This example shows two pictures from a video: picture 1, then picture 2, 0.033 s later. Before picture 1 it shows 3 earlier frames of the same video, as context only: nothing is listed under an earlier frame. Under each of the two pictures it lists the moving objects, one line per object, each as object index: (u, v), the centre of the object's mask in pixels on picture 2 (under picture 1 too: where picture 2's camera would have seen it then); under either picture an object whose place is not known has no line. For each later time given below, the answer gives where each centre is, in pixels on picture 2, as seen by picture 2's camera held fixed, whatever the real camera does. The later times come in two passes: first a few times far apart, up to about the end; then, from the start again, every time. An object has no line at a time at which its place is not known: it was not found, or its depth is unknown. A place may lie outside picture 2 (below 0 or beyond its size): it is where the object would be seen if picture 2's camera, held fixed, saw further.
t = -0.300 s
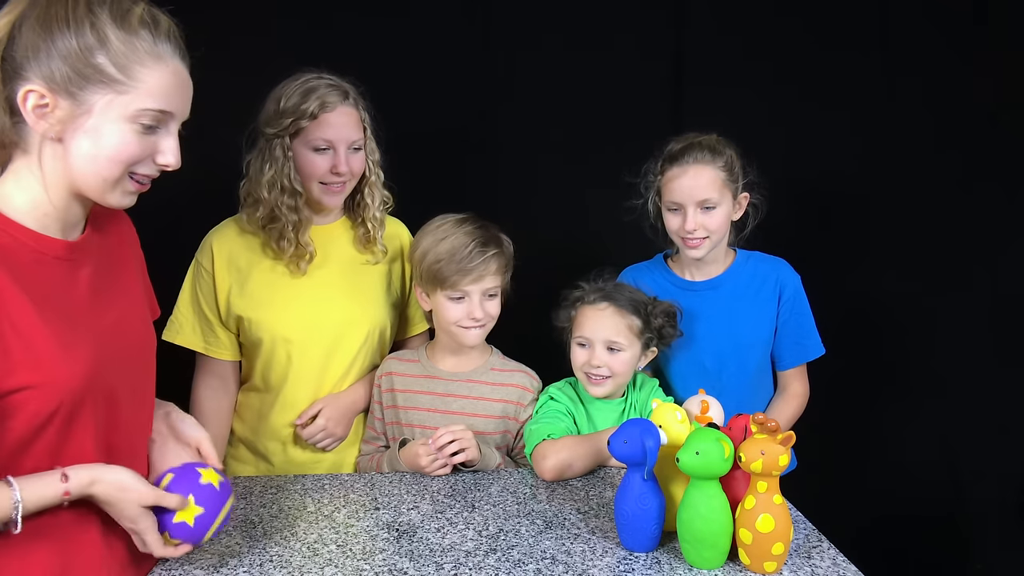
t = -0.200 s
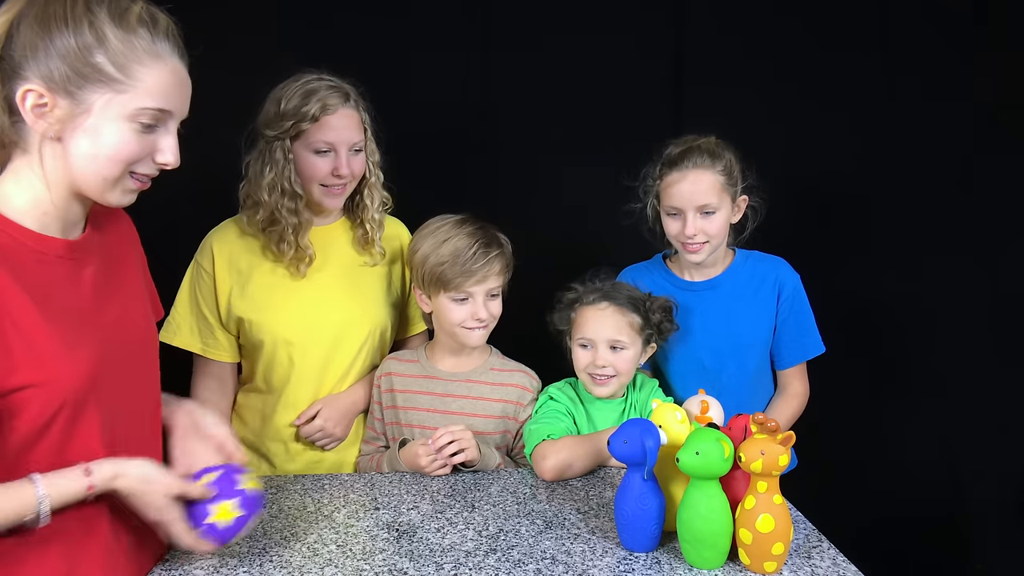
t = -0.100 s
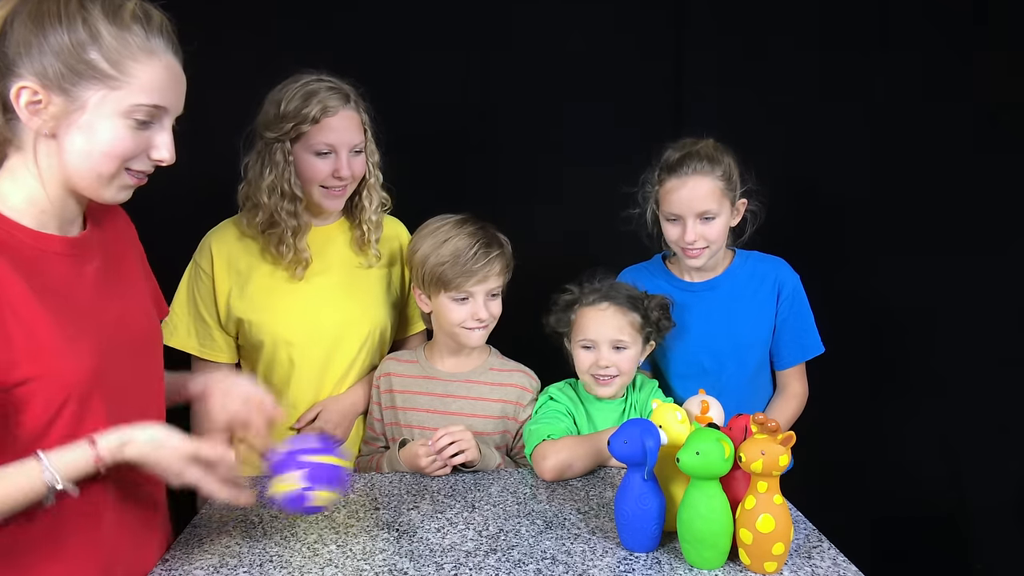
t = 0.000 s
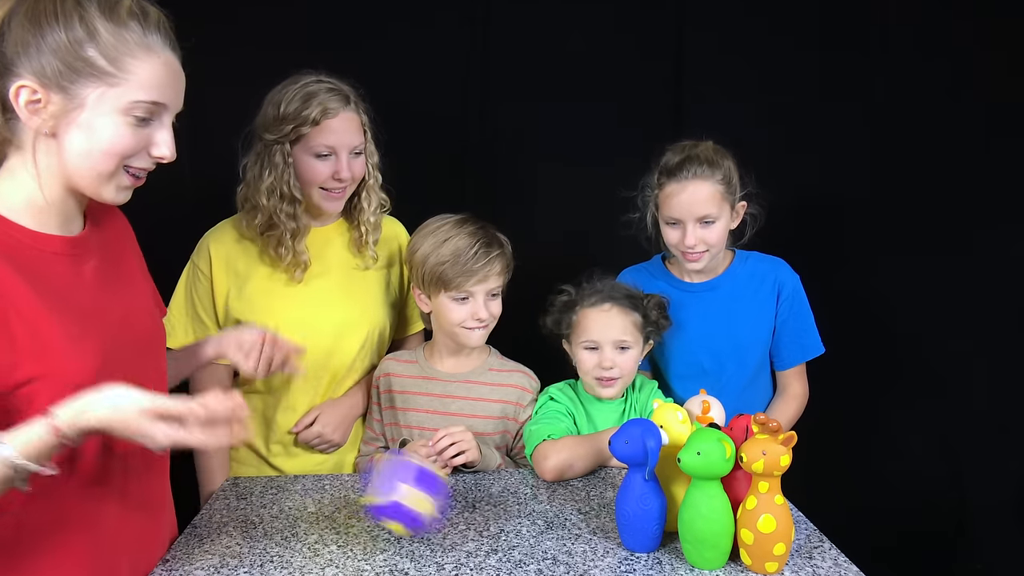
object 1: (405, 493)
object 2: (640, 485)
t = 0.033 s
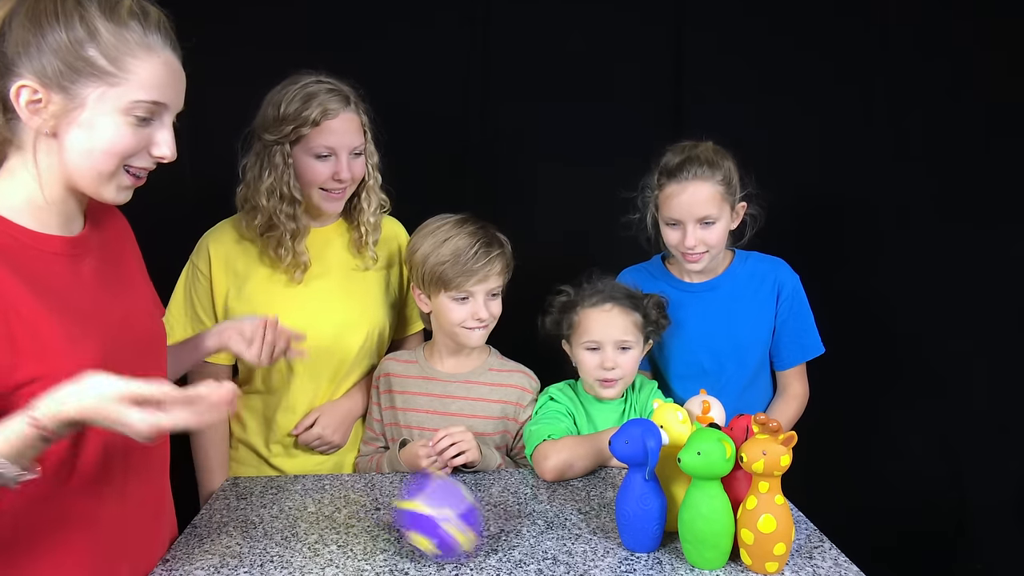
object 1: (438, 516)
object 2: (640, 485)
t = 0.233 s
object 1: (589, 509)
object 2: (651, 485)
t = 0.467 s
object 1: (598, 514)
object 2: (660, 485)
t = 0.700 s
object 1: (596, 515)
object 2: (660, 485)
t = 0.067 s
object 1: (469, 515)
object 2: (640, 485)
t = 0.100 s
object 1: (496, 504)
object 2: (640, 485)
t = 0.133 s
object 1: (522, 501)
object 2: (640, 485)
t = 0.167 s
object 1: (550, 507)
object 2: (640, 485)
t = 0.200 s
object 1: (577, 514)
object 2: (640, 485)
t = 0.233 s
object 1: (589, 509)
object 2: (651, 485)
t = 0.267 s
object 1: (595, 510)
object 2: (657, 486)
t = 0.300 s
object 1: (598, 514)
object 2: (660, 485)
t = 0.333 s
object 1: (599, 513)
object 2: (661, 485)
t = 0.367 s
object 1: (599, 514)
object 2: (661, 485)
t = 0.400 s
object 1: (599, 514)
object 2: (660, 486)
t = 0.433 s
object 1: (599, 514)
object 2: (660, 486)
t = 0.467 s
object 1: (598, 514)
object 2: (660, 485)
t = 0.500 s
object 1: (598, 514)
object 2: (660, 486)
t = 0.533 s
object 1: (597, 514)
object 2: (660, 486)
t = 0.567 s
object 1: (596, 515)
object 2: (660, 485)
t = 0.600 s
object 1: (596, 515)
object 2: (659, 485)
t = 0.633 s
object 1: (596, 516)
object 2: (659, 485)
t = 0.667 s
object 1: (596, 516)
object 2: (660, 485)
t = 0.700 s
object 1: (596, 515)
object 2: (660, 485)
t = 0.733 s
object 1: (596, 515)
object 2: (659, 485)
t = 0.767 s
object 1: (596, 514)
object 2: (659, 485)
